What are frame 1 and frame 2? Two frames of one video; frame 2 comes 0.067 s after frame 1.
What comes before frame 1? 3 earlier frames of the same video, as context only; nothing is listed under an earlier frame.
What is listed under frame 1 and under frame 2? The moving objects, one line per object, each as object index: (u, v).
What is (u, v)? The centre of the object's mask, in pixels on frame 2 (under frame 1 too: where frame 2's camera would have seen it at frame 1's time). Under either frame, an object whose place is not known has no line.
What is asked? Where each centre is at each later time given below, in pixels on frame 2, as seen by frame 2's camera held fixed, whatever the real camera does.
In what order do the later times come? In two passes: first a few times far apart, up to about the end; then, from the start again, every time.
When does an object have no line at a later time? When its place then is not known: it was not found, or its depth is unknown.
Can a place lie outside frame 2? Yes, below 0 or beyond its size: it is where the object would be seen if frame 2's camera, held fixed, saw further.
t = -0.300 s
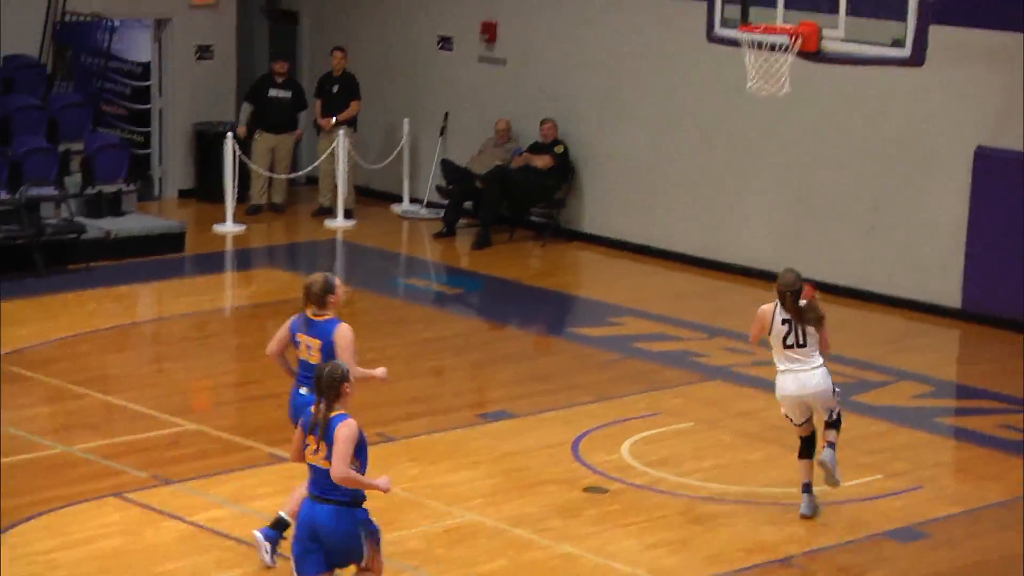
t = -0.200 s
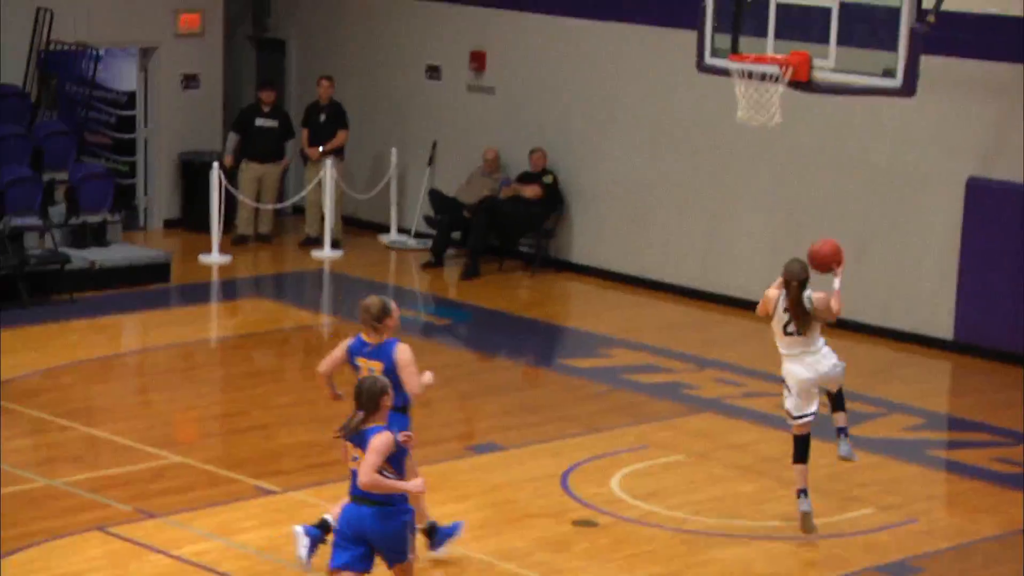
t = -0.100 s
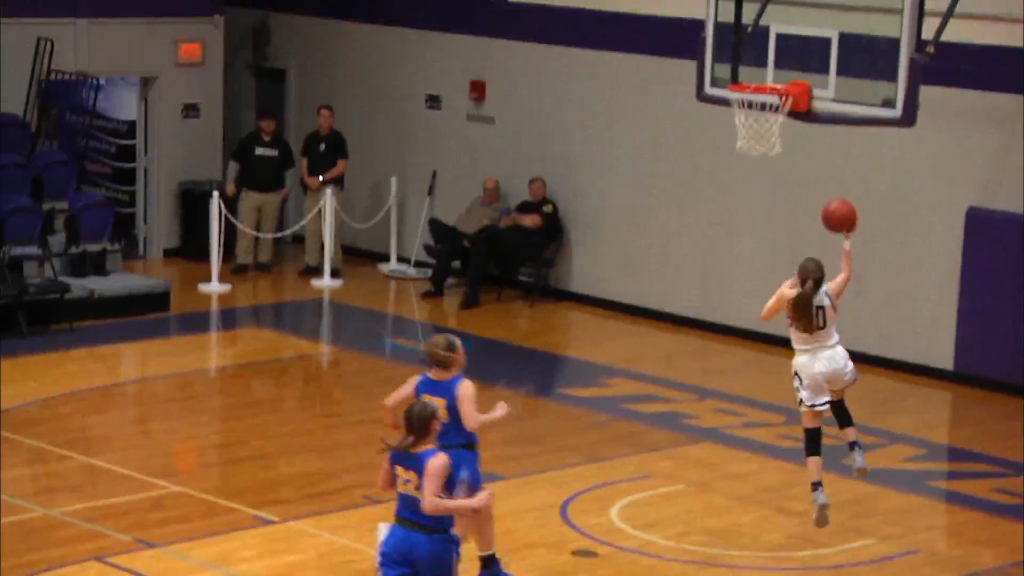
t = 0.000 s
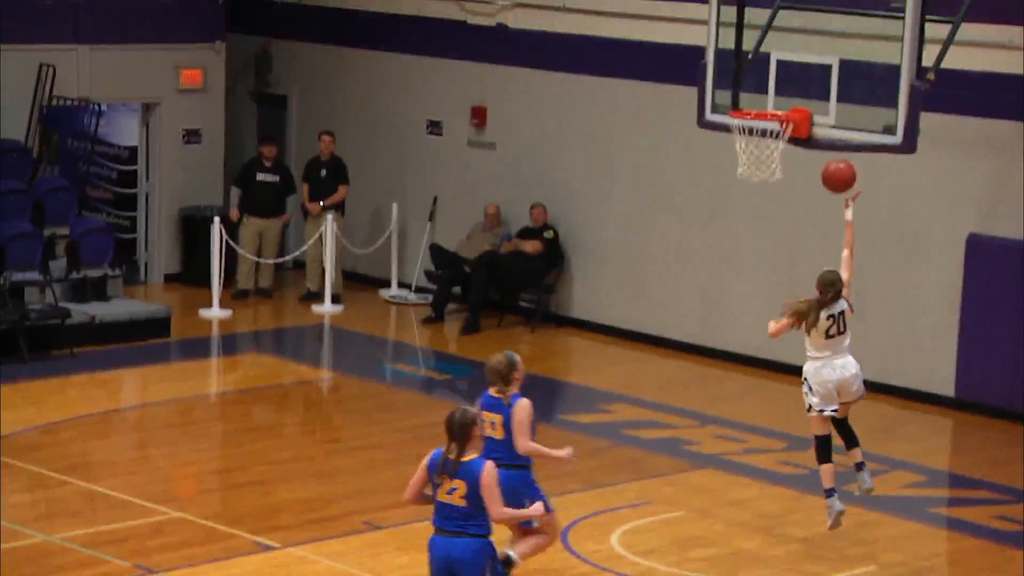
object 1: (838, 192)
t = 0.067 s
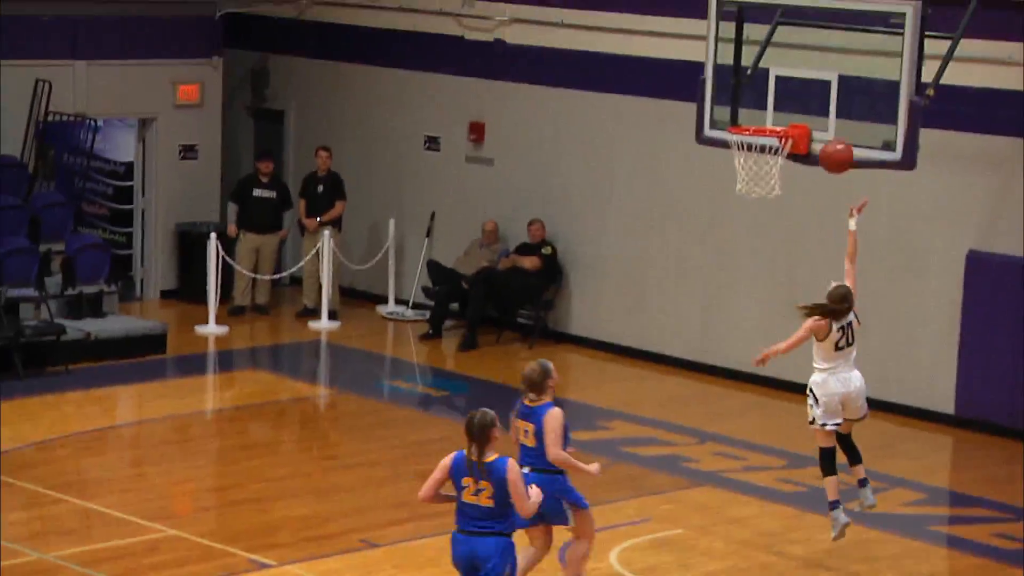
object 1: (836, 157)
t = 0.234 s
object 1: (821, 104)
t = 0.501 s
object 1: (758, 128)
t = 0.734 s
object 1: (761, 176)
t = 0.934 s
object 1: (767, 216)
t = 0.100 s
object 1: (835, 141)
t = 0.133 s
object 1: (835, 128)
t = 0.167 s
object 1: (834, 115)
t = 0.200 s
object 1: (829, 108)
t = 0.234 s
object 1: (821, 104)
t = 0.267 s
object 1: (813, 102)
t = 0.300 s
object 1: (806, 101)
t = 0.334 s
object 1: (798, 102)
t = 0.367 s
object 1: (789, 104)
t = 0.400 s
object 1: (781, 108)
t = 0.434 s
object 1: (772, 114)
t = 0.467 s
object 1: (764, 119)
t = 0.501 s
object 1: (758, 128)
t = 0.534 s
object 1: (758, 134)
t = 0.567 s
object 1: (758, 142)
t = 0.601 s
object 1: (758, 152)
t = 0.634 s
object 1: (758, 160)
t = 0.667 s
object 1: (759, 169)
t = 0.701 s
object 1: (760, 173)
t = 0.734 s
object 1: (761, 176)
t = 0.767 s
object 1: (763, 180)
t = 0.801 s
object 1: (764, 184)
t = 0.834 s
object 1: (765, 190)
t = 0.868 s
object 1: (766, 198)
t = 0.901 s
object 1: (766, 206)
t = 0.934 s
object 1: (767, 216)
